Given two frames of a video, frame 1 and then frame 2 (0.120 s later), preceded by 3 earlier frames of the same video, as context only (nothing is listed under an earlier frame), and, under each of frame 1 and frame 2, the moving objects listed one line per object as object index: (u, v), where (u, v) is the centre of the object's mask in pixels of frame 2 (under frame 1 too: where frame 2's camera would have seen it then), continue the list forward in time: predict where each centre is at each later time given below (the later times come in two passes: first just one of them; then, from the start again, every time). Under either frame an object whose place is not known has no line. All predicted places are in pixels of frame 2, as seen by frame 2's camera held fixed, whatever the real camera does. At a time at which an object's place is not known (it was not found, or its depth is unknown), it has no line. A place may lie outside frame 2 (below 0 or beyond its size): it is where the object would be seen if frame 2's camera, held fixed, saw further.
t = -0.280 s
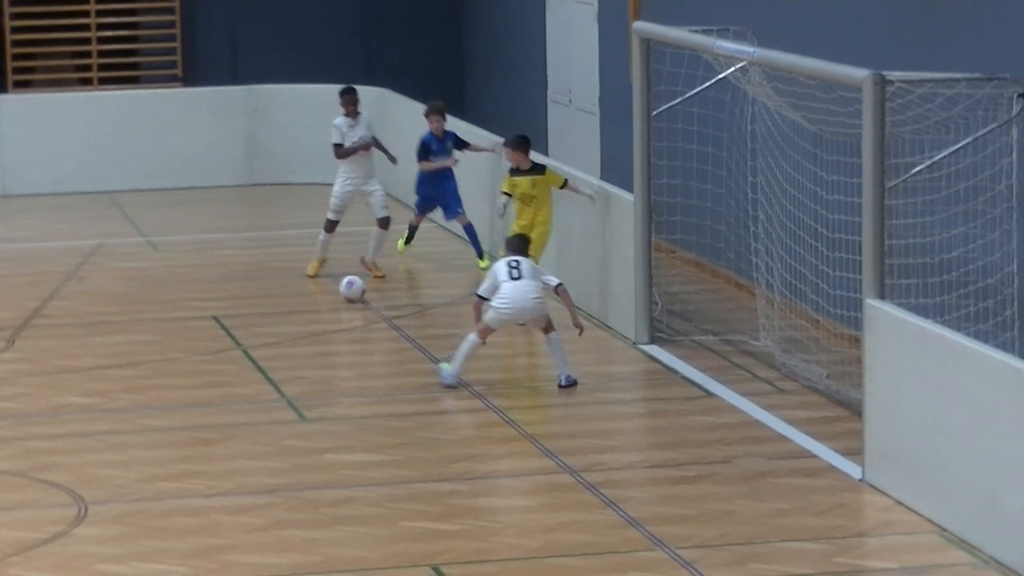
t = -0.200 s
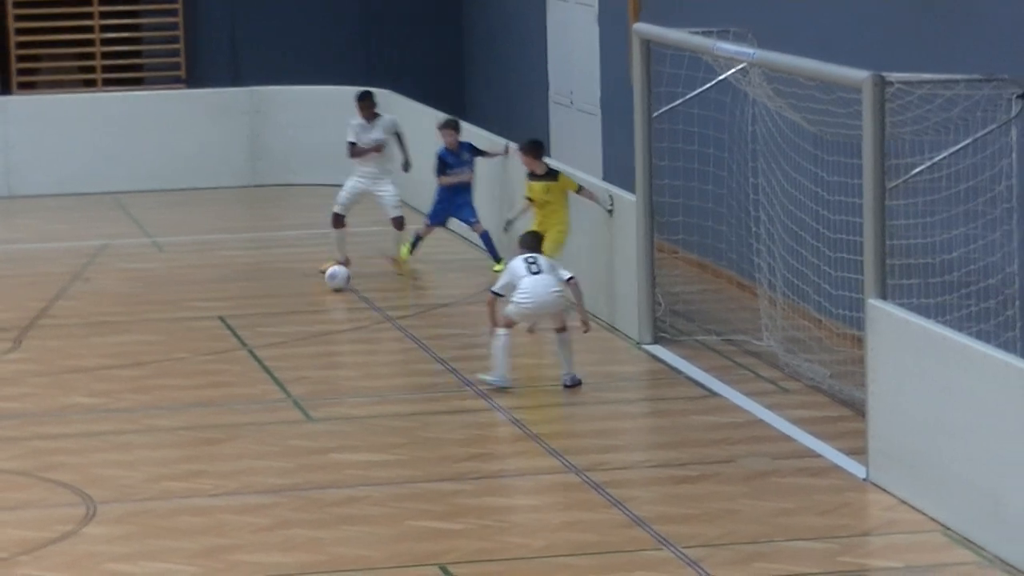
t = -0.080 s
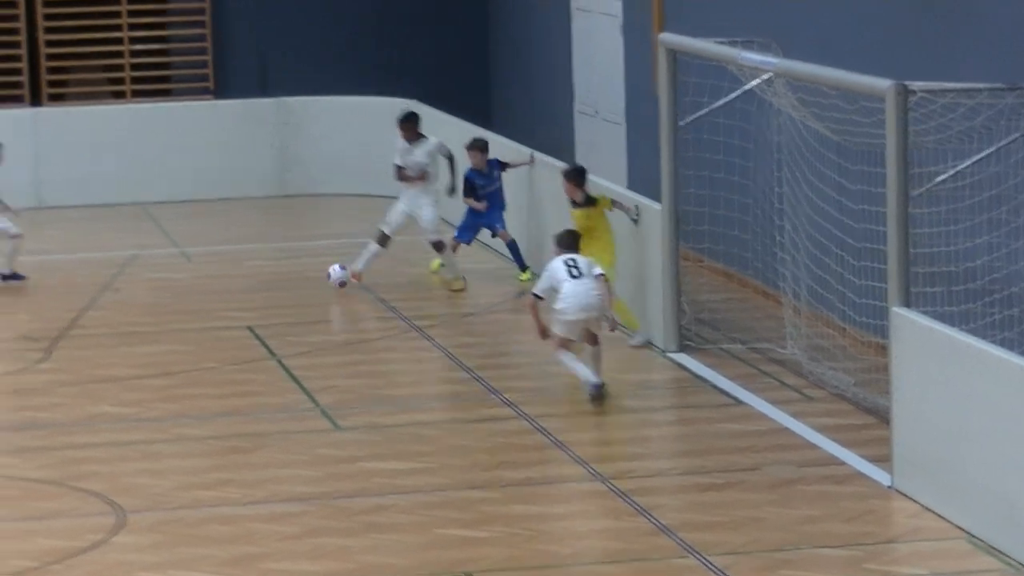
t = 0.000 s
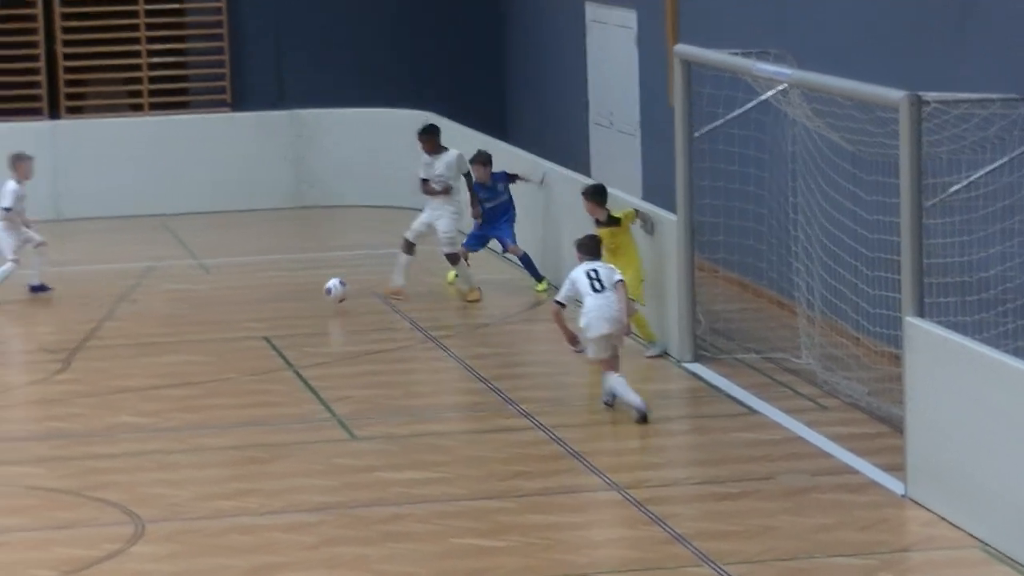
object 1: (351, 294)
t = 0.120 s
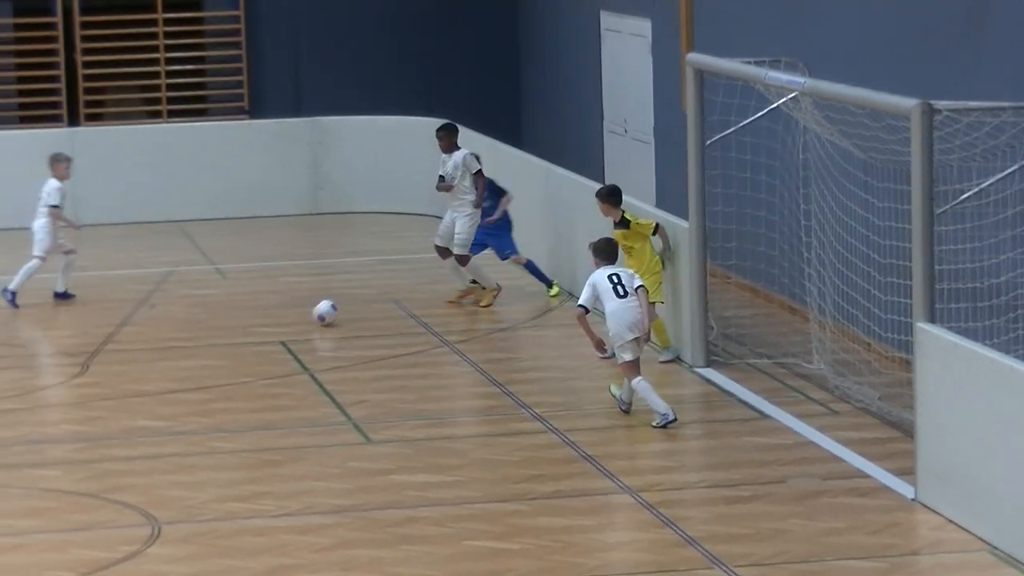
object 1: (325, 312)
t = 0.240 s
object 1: (302, 320)
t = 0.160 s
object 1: (316, 313)
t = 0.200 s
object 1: (310, 317)
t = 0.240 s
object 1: (302, 320)
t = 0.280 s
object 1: (297, 320)
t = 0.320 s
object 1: (292, 323)
